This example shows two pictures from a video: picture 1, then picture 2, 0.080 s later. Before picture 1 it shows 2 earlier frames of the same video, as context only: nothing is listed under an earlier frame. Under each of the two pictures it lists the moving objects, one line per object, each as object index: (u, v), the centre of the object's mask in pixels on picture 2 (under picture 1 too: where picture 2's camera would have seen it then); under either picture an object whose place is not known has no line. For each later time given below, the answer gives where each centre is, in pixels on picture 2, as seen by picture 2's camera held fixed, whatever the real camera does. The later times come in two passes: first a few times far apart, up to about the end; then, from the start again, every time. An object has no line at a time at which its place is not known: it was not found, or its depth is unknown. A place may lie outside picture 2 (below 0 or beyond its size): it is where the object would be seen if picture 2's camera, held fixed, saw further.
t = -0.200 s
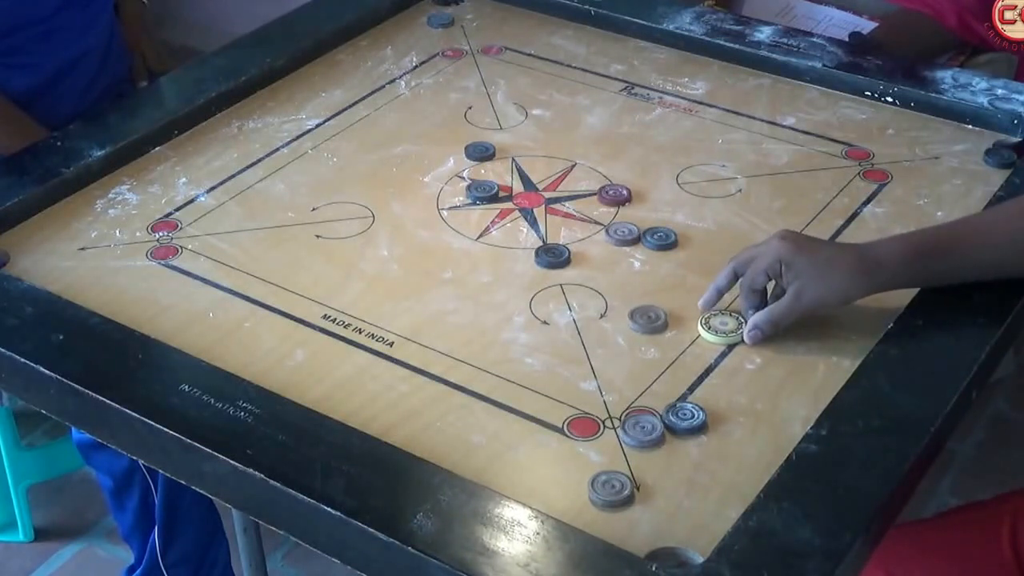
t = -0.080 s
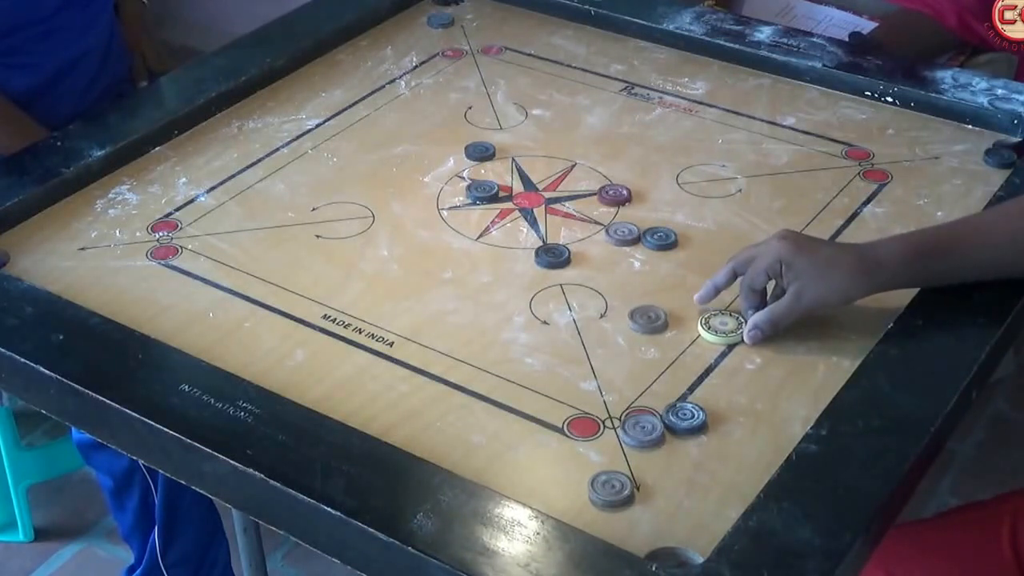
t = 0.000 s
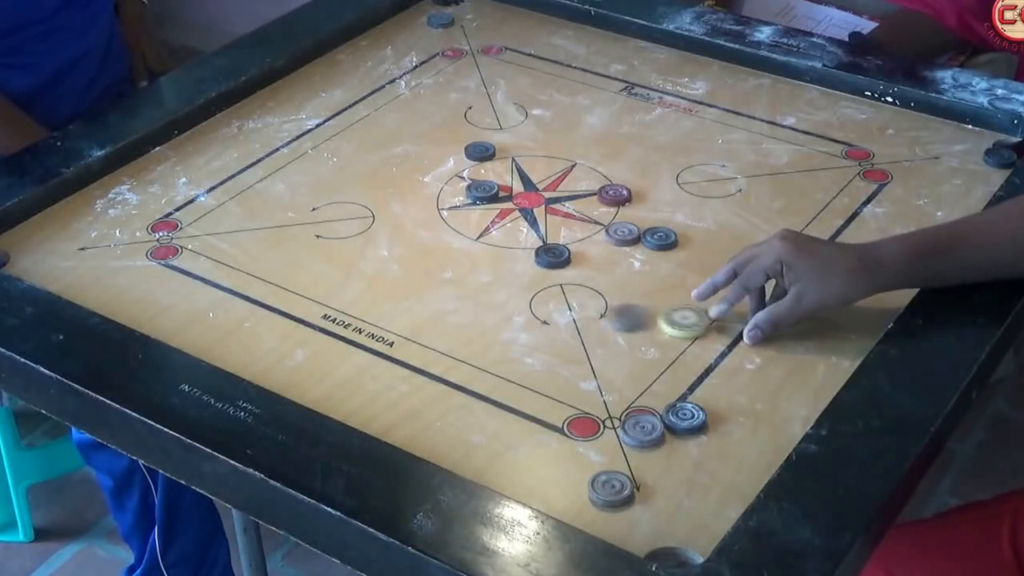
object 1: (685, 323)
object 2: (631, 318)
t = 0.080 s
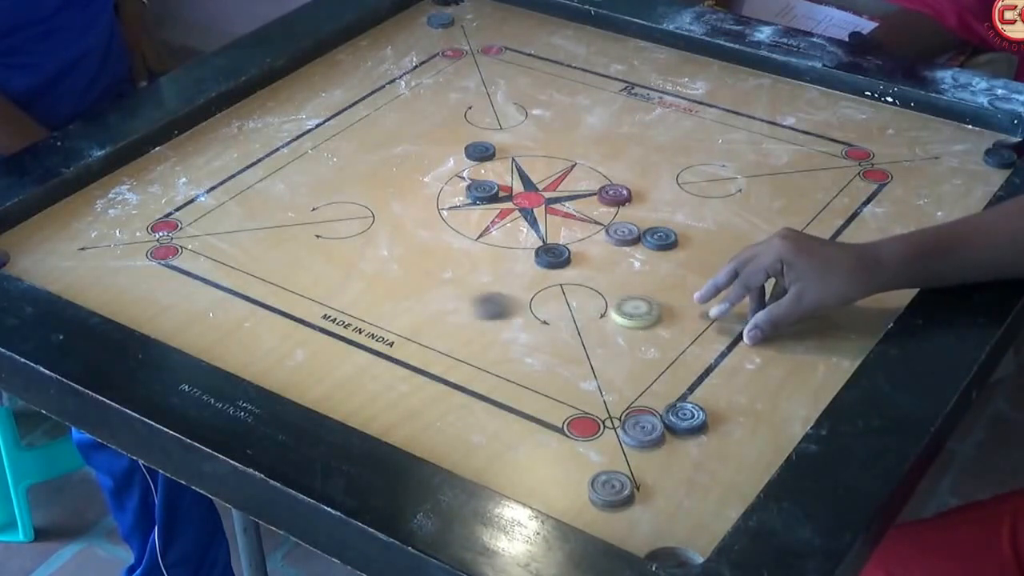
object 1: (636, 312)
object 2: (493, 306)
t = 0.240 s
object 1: (573, 299)
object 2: (268, 289)
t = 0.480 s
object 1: (558, 296)
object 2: (31, 270)
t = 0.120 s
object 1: (615, 308)
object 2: (431, 301)
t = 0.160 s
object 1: (599, 305)
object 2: (373, 296)
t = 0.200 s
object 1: (585, 302)
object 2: (318, 293)
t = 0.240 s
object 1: (573, 299)
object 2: (268, 289)
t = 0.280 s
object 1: (565, 297)
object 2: (221, 285)
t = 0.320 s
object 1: (559, 296)
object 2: (175, 282)
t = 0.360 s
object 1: (558, 296)
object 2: (134, 280)
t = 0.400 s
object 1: (558, 296)
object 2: (98, 277)
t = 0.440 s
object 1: (558, 296)
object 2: (63, 274)
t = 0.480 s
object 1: (558, 296)
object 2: (31, 270)
